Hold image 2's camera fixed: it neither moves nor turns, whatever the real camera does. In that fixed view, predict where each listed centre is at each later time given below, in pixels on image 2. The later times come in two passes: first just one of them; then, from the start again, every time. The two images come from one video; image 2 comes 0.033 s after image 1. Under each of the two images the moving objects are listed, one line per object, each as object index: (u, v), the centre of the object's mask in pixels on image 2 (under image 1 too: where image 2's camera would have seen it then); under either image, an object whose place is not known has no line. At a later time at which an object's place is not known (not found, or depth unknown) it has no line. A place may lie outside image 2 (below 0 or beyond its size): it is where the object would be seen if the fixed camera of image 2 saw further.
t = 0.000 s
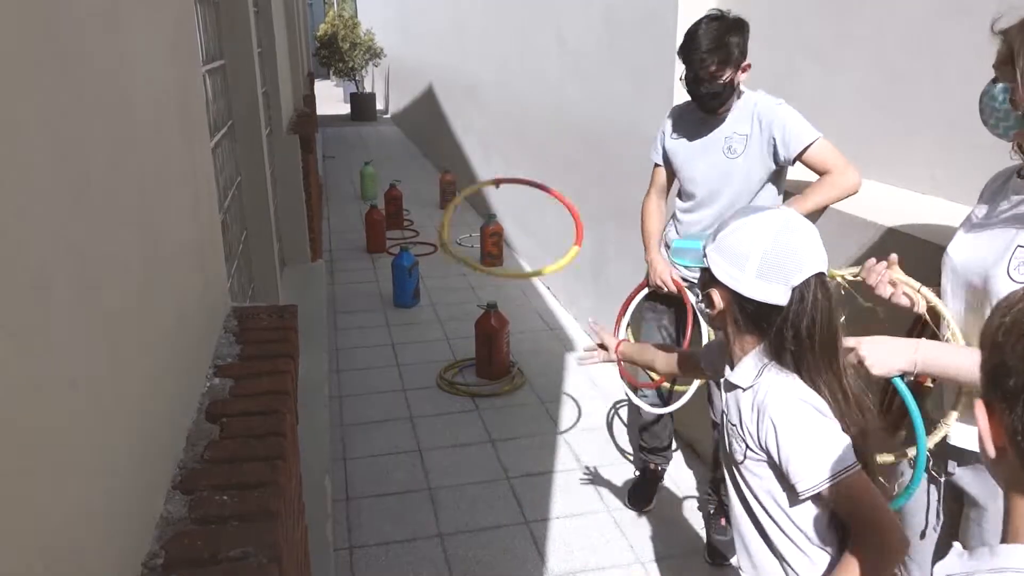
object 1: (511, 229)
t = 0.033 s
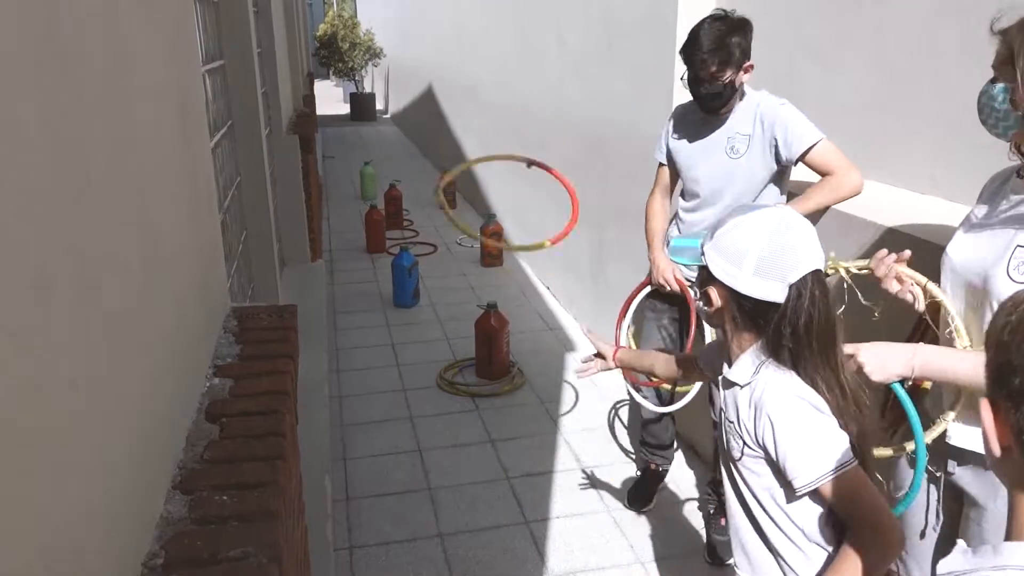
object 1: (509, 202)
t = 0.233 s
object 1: (503, 73)
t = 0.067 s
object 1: (505, 158)
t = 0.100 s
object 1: (502, 124)
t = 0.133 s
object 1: (501, 110)
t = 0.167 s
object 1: (503, 89)
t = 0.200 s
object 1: (504, 77)
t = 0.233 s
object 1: (503, 73)
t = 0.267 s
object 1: (501, 68)
